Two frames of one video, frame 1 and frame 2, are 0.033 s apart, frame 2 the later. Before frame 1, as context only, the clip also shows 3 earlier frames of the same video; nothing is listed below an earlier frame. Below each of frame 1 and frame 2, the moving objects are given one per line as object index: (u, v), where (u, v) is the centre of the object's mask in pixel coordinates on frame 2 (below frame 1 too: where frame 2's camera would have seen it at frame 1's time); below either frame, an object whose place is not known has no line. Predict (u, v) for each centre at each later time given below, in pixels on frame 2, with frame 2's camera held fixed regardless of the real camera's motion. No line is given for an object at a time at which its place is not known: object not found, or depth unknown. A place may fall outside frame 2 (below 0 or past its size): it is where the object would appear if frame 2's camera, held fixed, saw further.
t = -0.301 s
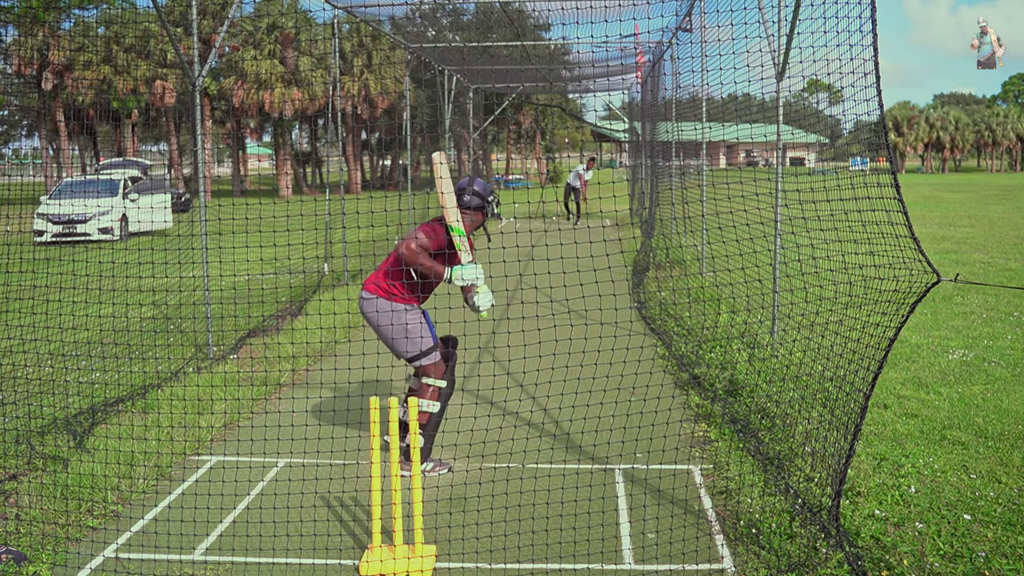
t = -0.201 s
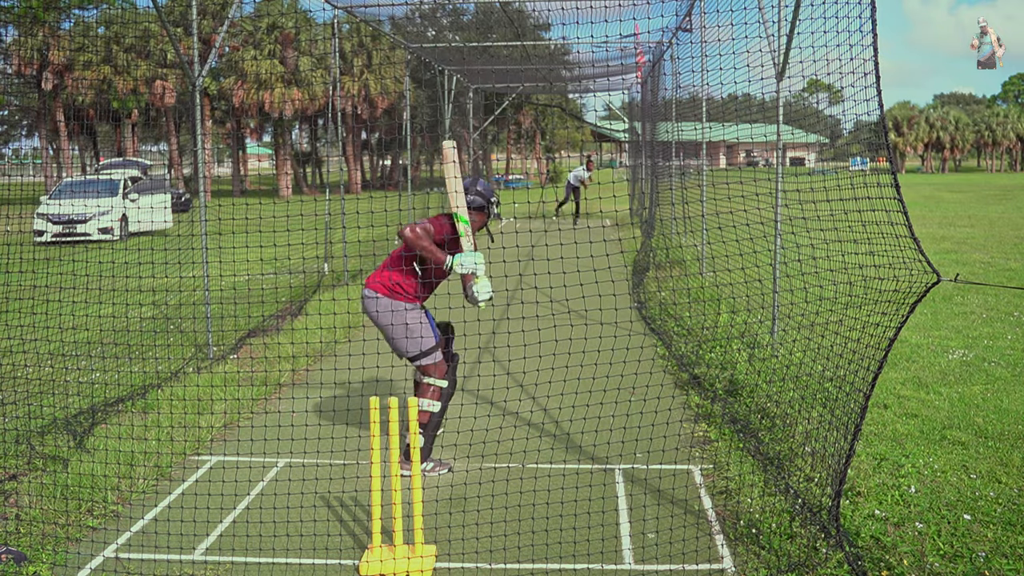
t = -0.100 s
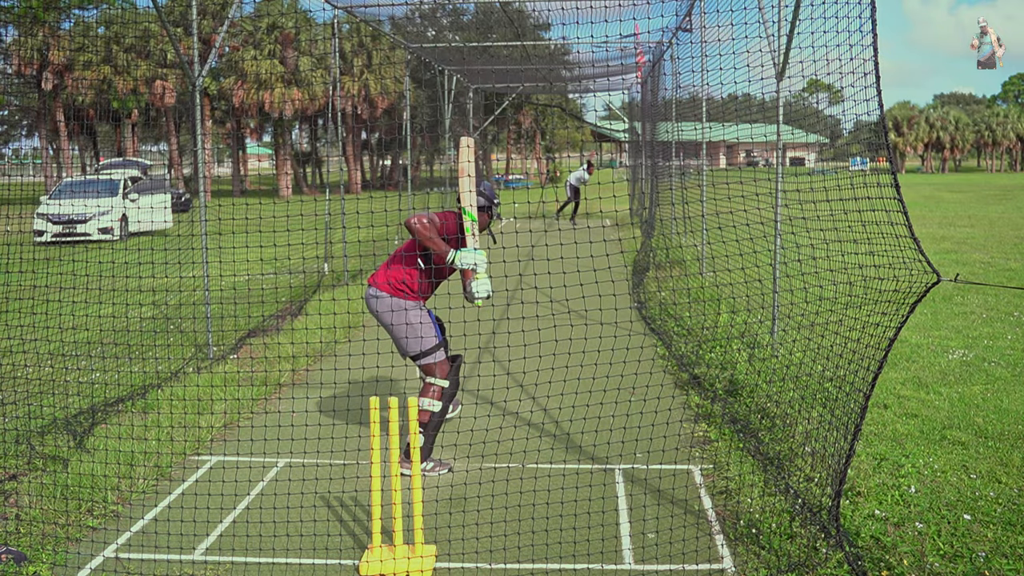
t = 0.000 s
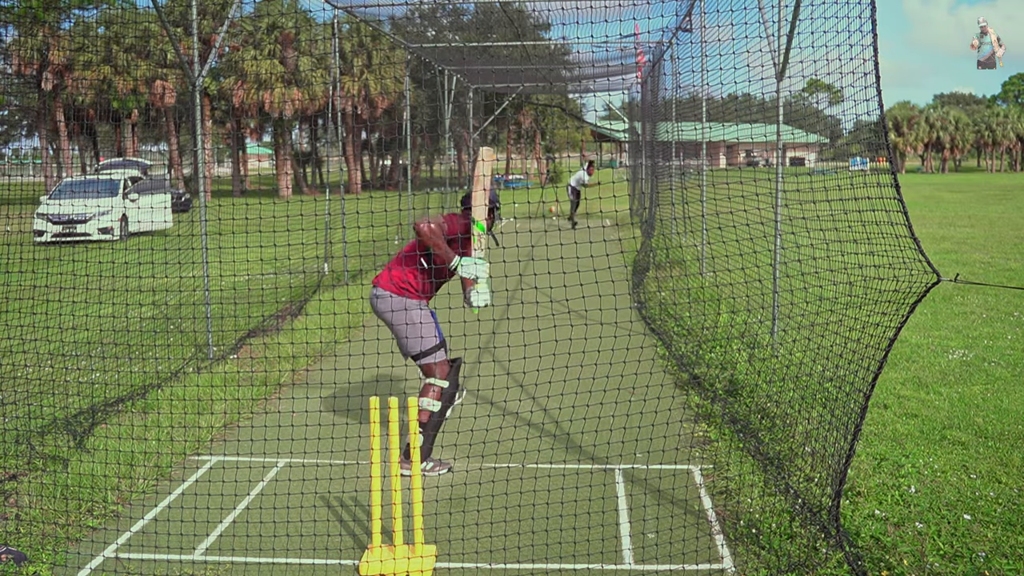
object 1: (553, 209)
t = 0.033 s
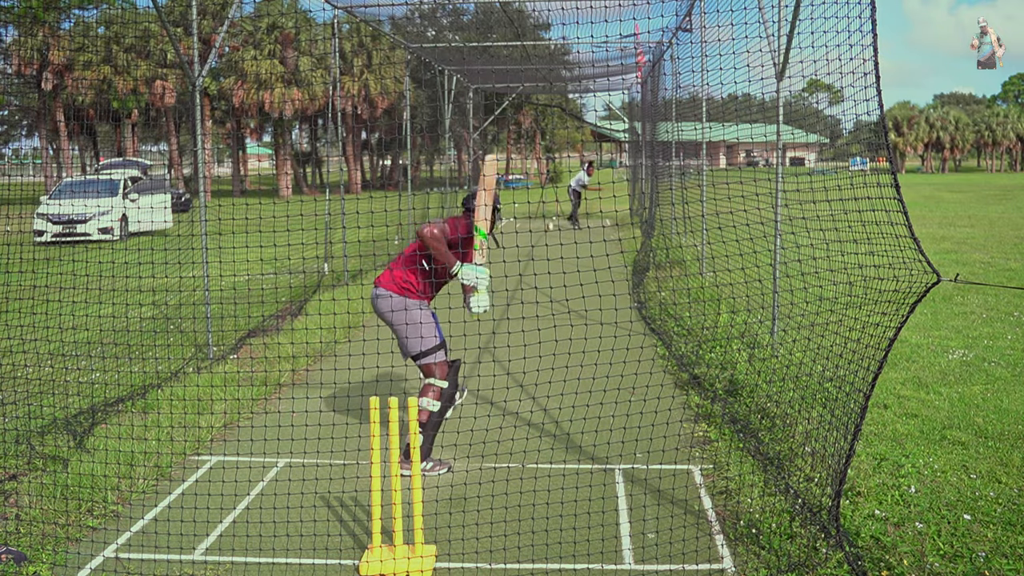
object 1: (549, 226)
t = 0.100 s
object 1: (545, 271)
